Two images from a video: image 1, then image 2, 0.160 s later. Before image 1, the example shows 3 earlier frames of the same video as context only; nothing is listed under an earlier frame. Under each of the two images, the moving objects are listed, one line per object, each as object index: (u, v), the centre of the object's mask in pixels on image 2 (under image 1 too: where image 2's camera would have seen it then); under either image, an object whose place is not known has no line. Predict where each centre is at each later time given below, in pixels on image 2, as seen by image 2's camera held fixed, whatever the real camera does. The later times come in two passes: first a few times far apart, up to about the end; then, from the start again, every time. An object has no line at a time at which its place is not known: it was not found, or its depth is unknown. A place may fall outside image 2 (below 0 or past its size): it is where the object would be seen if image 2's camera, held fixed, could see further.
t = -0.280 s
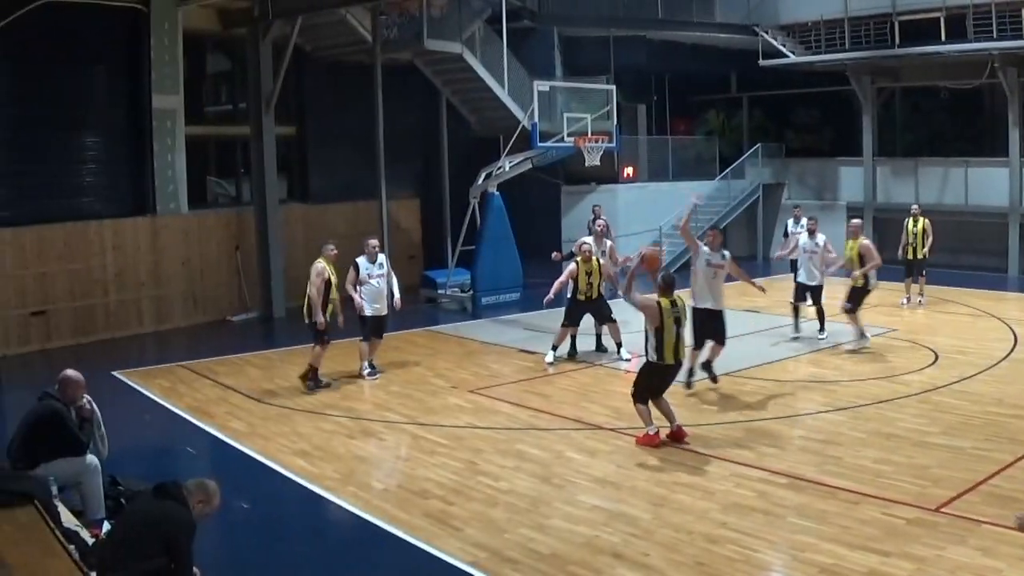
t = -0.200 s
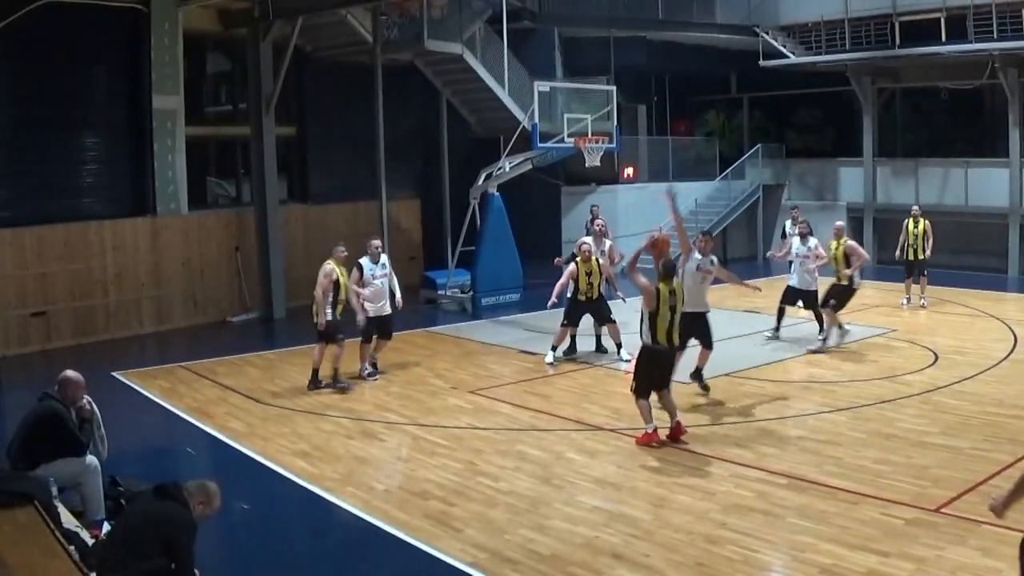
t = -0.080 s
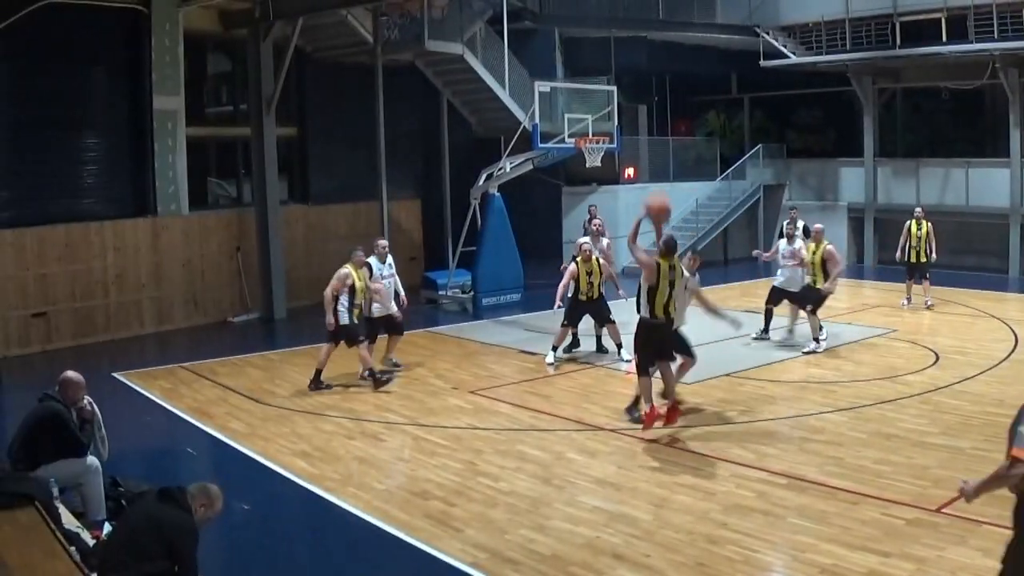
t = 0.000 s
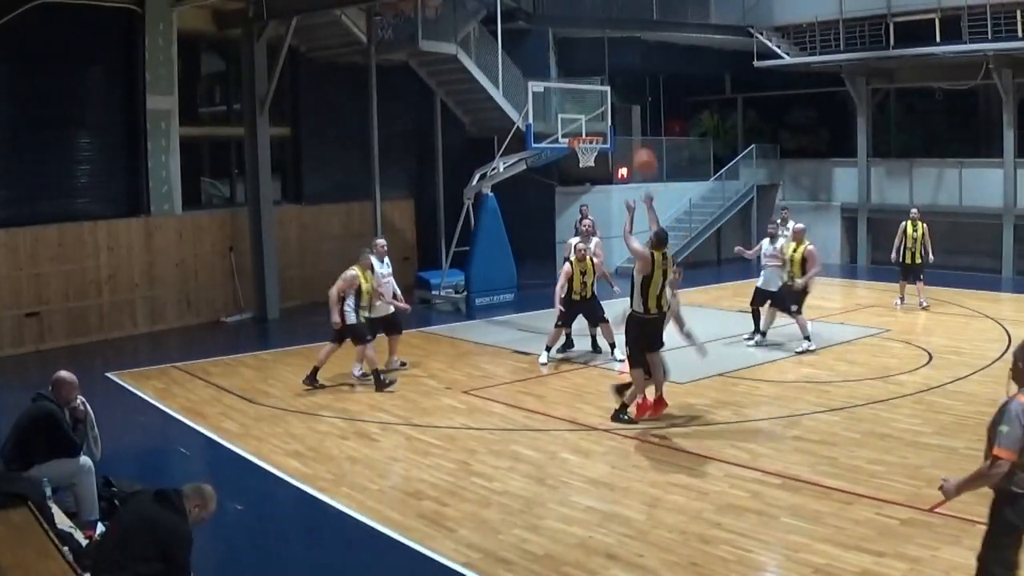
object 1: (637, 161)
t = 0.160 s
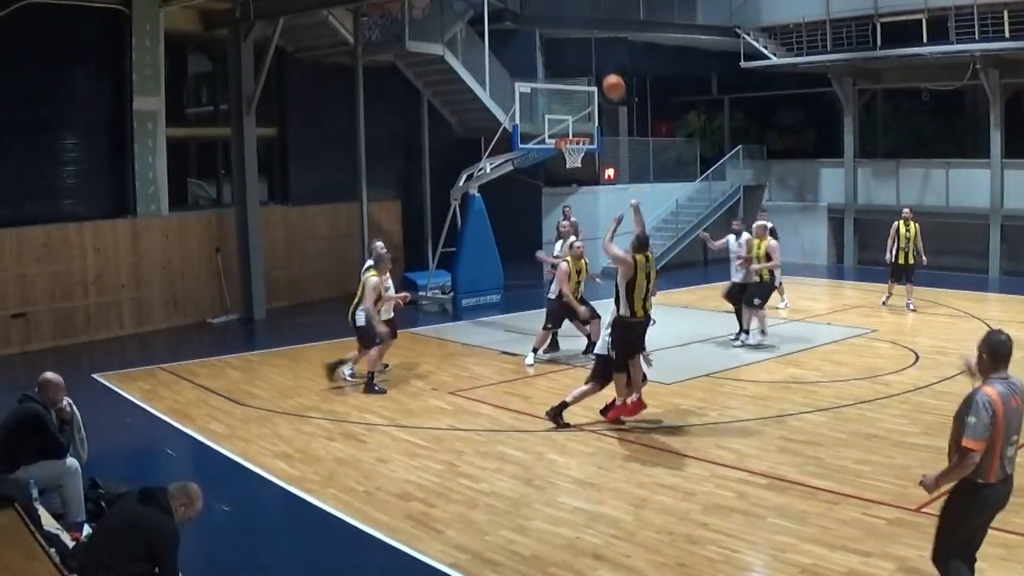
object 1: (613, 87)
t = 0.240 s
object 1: (604, 63)
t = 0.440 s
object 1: (589, 30)
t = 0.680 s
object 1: (575, 34)
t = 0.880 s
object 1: (566, 64)
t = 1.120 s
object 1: (557, 128)
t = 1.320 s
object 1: (569, 105)
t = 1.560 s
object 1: (591, 94)
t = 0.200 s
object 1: (608, 74)
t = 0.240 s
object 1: (604, 63)
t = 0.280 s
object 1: (601, 53)
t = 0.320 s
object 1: (598, 44)
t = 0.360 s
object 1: (595, 38)
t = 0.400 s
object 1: (592, 33)
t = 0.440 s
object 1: (589, 30)
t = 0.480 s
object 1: (587, 27)
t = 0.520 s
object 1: (584, 27)
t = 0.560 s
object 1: (582, 27)
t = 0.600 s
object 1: (579, 28)
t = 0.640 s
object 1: (577, 30)
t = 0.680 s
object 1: (575, 34)
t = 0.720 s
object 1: (573, 38)
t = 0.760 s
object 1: (571, 43)
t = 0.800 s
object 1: (569, 50)
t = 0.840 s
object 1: (567, 57)
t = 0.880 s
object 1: (566, 64)
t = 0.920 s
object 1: (564, 73)
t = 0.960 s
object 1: (563, 82)
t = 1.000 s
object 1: (561, 93)
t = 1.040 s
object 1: (560, 103)
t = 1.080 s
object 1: (559, 114)
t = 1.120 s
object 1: (557, 128)
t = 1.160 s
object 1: (556, 132)
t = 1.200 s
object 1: (559, 123)
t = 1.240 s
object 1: (562, 116)
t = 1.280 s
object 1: (566, 110)
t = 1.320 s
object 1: (569, 105)
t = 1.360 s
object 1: (573, 101)
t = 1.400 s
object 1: (576, 98)
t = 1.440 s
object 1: (581, 95)
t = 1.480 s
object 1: (583, 95)
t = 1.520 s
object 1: (588, 94)
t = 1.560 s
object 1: (591, 94)
